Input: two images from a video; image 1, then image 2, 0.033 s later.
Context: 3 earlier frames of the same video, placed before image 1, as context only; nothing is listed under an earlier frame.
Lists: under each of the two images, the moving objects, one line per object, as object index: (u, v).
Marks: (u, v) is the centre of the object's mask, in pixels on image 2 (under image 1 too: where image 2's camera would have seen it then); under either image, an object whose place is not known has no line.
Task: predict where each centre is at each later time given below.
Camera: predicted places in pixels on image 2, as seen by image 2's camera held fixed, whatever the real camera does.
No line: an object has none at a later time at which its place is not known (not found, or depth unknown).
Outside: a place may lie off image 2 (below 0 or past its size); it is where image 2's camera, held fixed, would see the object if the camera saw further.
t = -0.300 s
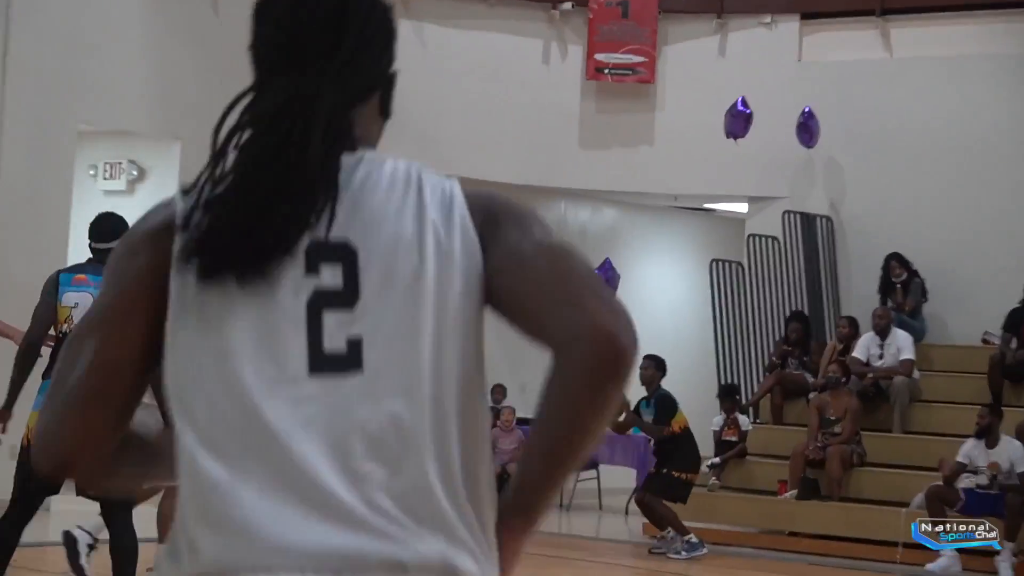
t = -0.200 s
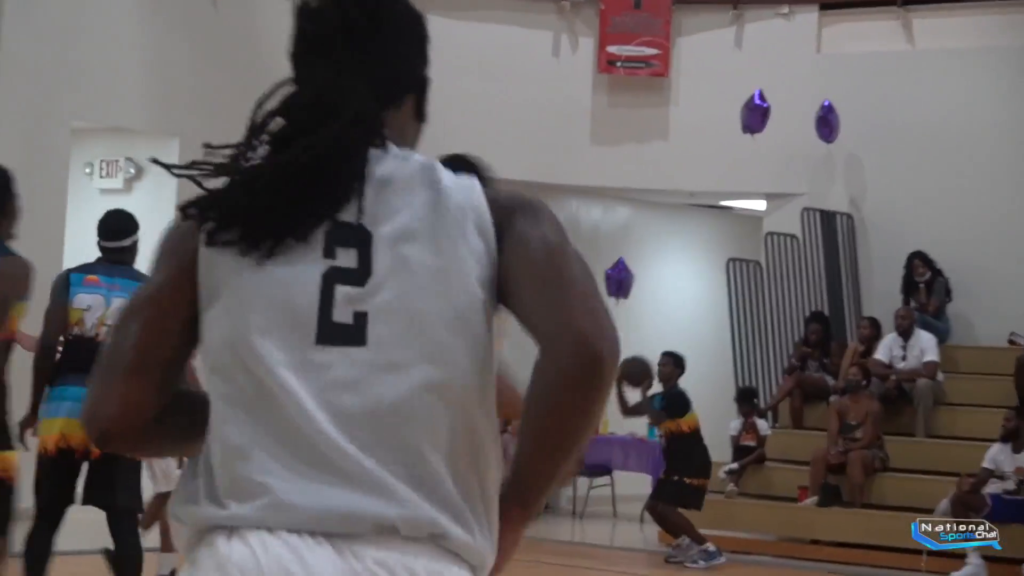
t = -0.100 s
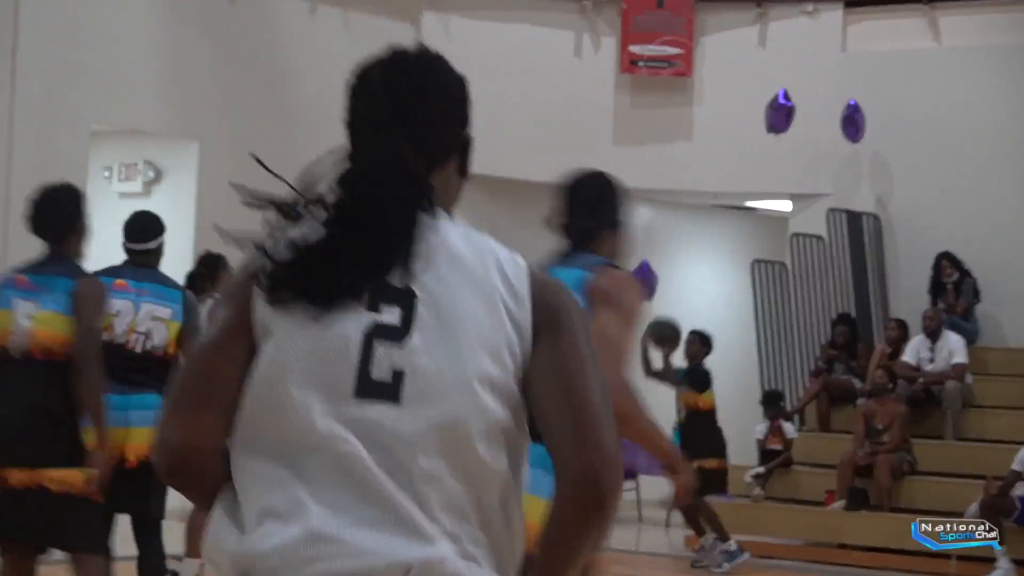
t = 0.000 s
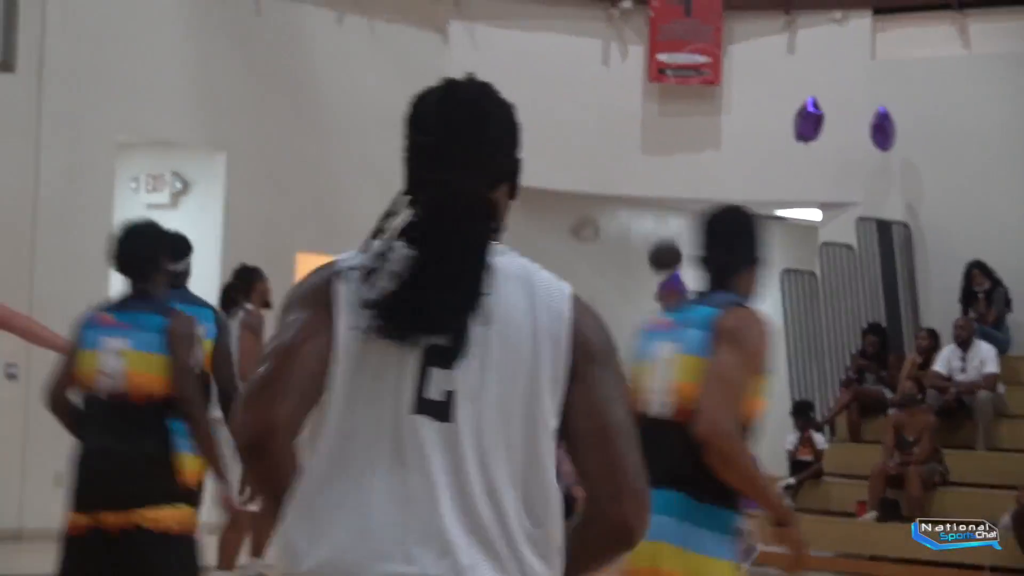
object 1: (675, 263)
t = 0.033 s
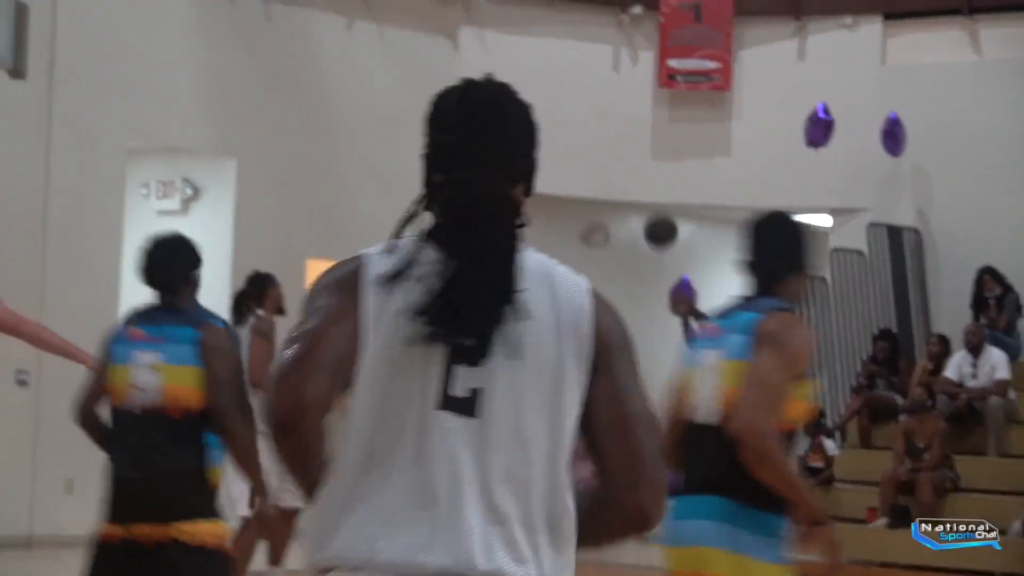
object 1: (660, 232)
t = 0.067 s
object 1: (645, 200)
